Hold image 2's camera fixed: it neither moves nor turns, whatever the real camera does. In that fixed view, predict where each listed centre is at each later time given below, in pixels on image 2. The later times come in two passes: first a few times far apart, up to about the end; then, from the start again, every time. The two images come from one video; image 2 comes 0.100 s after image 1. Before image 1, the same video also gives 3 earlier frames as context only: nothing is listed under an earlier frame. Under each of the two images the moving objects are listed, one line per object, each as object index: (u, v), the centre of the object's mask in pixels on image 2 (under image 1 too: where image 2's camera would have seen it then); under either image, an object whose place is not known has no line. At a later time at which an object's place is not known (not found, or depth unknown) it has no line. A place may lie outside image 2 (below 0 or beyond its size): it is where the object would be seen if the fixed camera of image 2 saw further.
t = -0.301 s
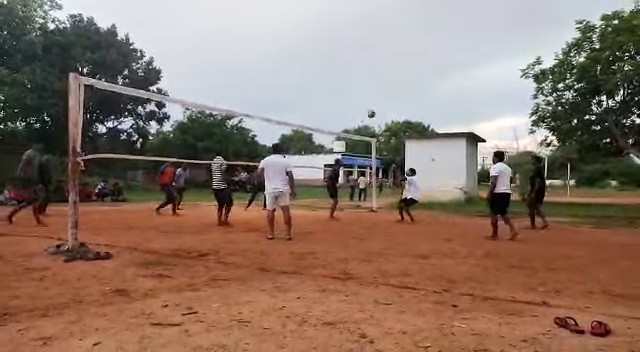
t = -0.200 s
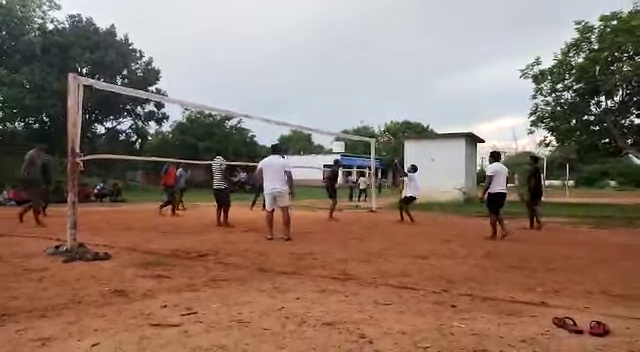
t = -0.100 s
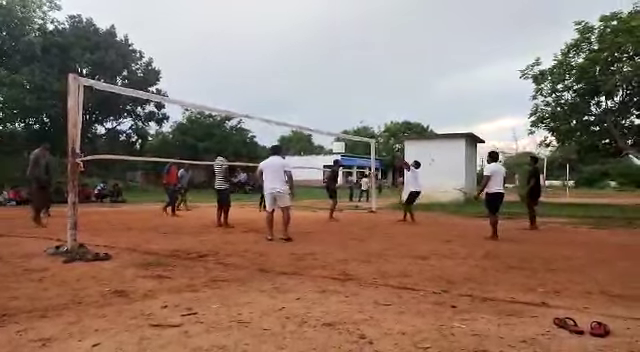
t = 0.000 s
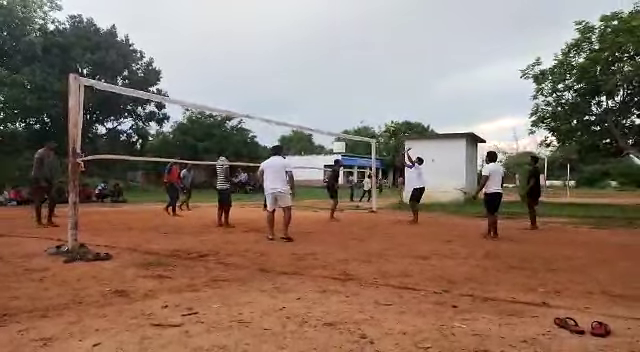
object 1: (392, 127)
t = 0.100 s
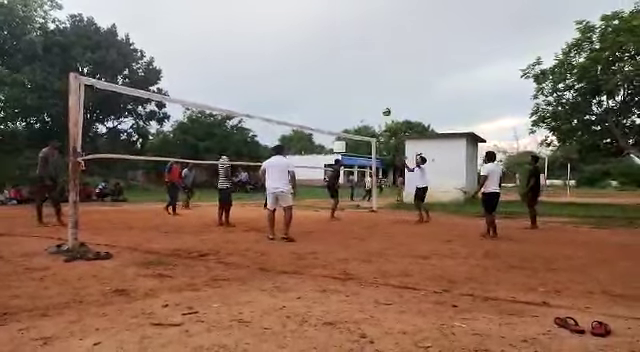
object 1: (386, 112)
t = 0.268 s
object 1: (376, 94)
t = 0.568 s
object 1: (358, 91)
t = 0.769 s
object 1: (345, 108)
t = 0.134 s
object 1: (384, 108)
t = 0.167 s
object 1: (382, 104)
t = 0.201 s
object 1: (380, 100)
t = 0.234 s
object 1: (378, 97)
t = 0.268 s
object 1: (376, 94)
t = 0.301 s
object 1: (374, 92)
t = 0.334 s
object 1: (372, 91)
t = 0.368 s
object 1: (370, 90)
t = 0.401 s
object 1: (368, 88)
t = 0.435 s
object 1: (366, 88)
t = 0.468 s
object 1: (364, 88)
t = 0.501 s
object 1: (361, 89)
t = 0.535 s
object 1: (359, 90)
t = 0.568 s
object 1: (358, 91)
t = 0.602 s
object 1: (356, 93)
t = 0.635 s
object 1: (354, 94)
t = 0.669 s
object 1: (351, 97)
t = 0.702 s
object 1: (349, 101)
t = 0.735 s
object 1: (347, 104)
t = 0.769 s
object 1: (345, 108)
